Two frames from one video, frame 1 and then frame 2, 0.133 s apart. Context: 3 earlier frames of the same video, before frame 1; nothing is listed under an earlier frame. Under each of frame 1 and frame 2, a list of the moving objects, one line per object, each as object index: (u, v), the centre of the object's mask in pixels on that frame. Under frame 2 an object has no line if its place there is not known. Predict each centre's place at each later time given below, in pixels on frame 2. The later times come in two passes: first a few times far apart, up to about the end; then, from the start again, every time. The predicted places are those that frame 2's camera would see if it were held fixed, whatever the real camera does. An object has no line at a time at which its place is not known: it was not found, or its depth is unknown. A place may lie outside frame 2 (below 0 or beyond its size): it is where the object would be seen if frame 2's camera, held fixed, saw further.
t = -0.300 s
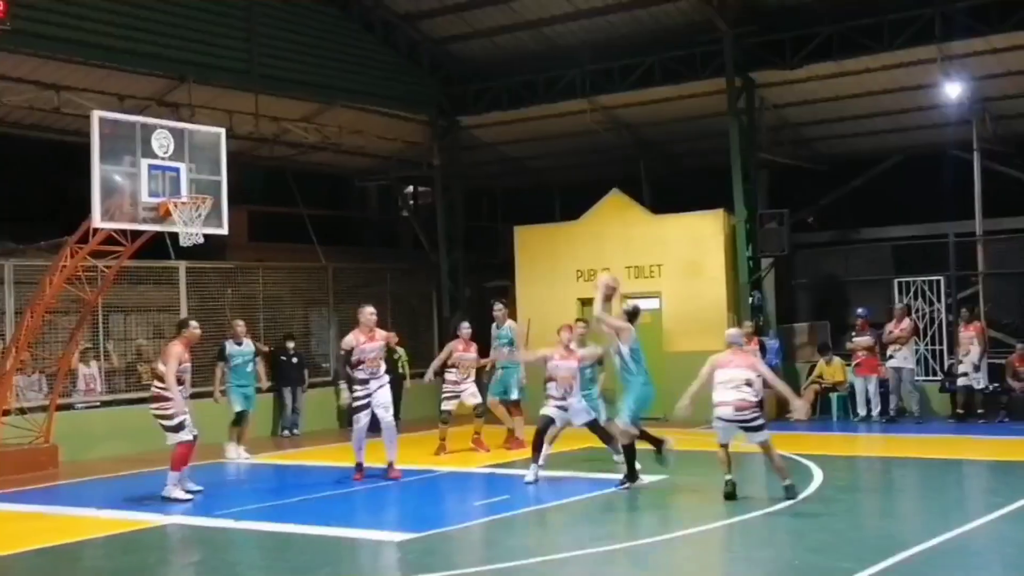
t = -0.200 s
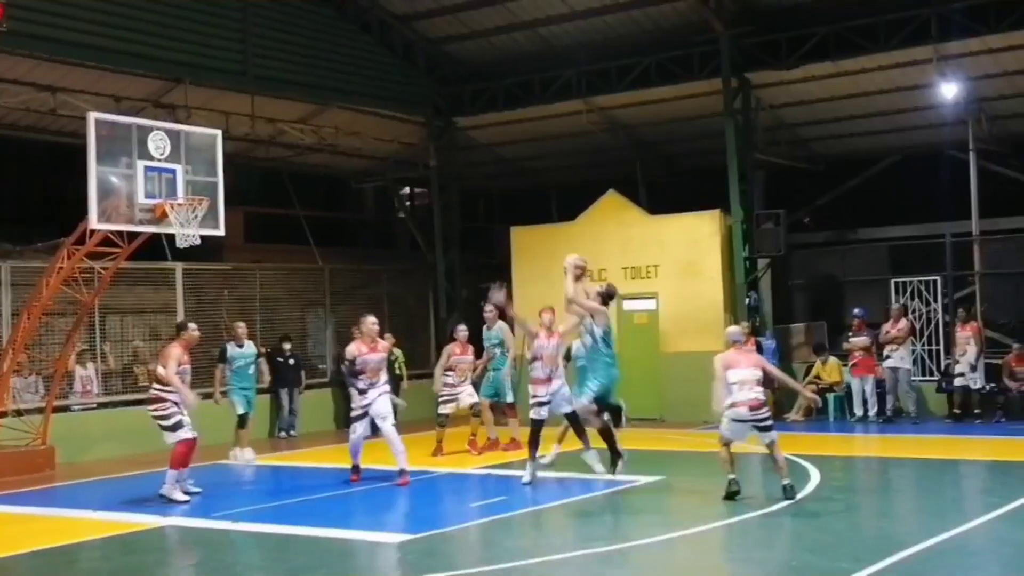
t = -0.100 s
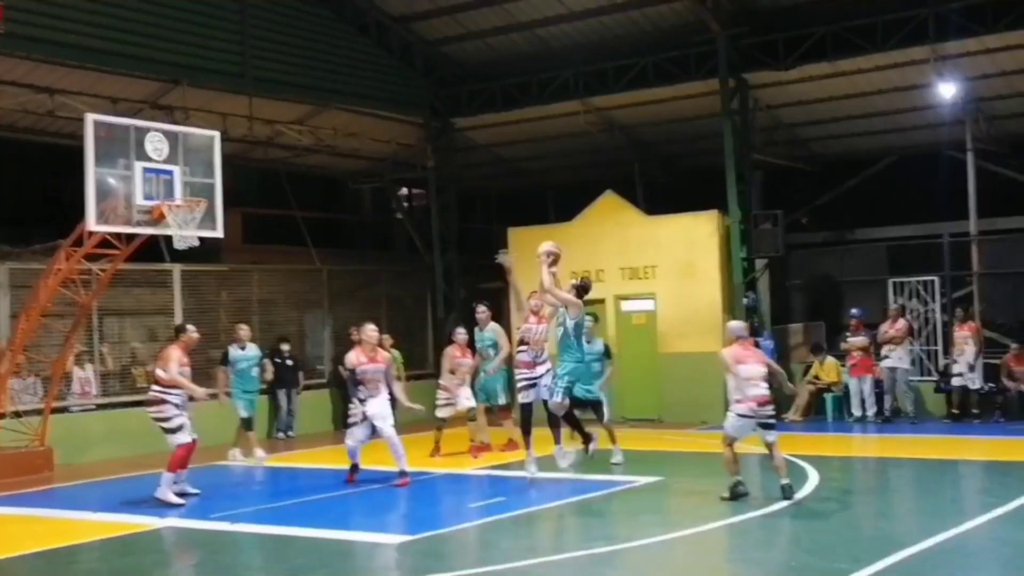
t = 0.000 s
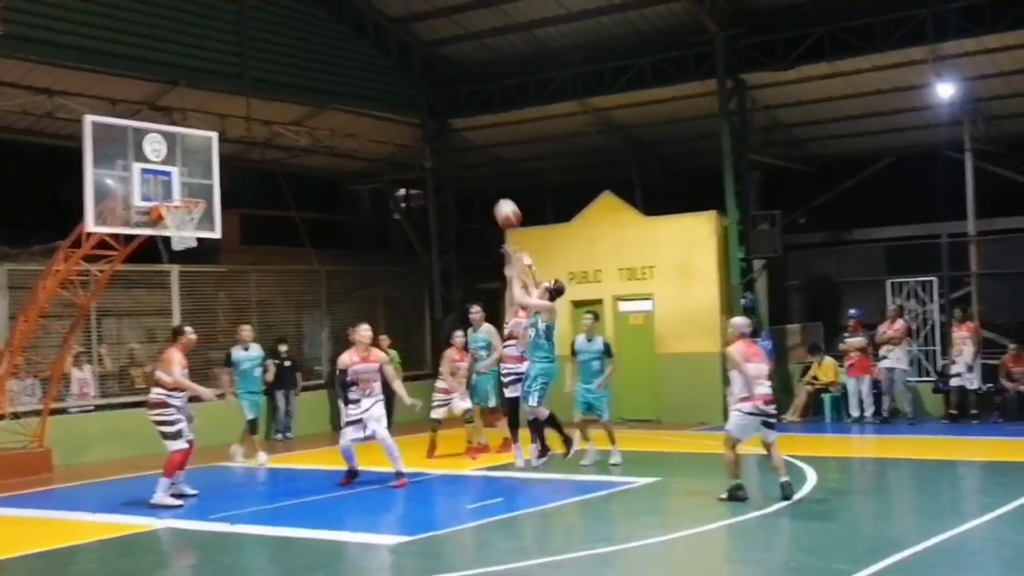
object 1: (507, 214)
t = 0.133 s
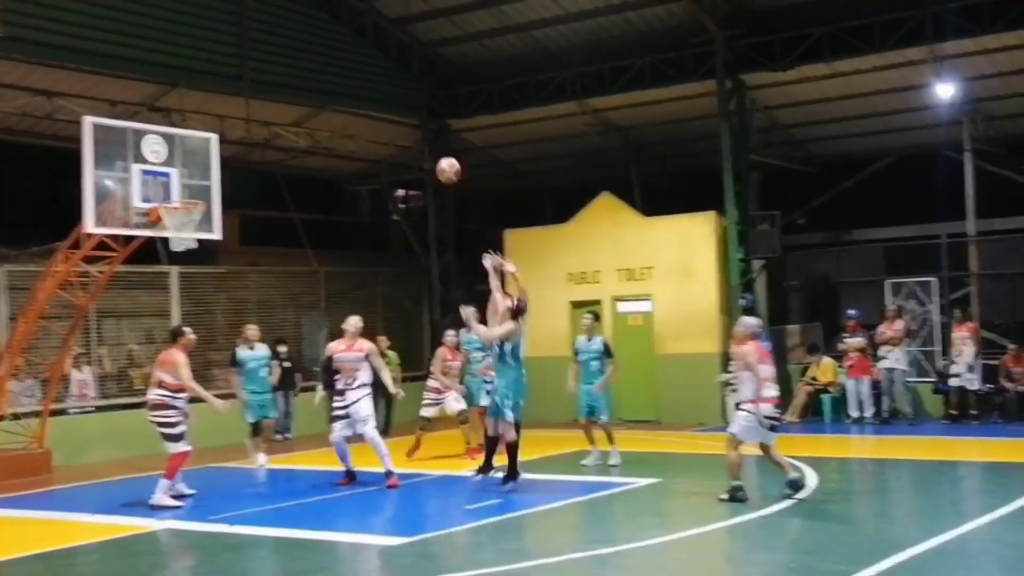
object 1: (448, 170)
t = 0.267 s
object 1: (393, 143)
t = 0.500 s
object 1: (302, 138)
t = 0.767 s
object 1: (206, 191)
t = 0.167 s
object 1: (434, 162)
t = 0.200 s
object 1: (420, 154)
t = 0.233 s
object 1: (406, 148)
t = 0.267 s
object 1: (393, 143)
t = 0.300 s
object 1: (379, 139)
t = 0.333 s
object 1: (366, 137)
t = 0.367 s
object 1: (353, 135)
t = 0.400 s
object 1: (340, 134)
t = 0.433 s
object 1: (327, 134)
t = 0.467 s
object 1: (314, 135)
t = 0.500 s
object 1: (302, 138)
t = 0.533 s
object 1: (289, 141)
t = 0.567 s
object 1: (277, 146)
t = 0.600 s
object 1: (265, 151)
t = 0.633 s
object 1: (253, 157)
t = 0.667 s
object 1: (241, 164)
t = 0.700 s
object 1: (230, 173)
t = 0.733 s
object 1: (218, 181)
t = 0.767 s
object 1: (206, 191)
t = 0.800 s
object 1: (203, 200)
